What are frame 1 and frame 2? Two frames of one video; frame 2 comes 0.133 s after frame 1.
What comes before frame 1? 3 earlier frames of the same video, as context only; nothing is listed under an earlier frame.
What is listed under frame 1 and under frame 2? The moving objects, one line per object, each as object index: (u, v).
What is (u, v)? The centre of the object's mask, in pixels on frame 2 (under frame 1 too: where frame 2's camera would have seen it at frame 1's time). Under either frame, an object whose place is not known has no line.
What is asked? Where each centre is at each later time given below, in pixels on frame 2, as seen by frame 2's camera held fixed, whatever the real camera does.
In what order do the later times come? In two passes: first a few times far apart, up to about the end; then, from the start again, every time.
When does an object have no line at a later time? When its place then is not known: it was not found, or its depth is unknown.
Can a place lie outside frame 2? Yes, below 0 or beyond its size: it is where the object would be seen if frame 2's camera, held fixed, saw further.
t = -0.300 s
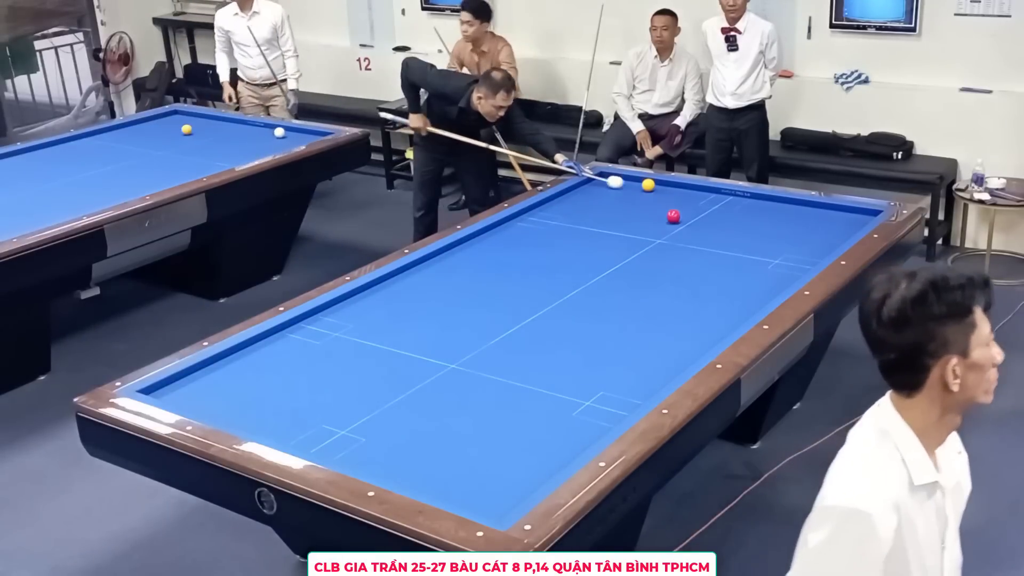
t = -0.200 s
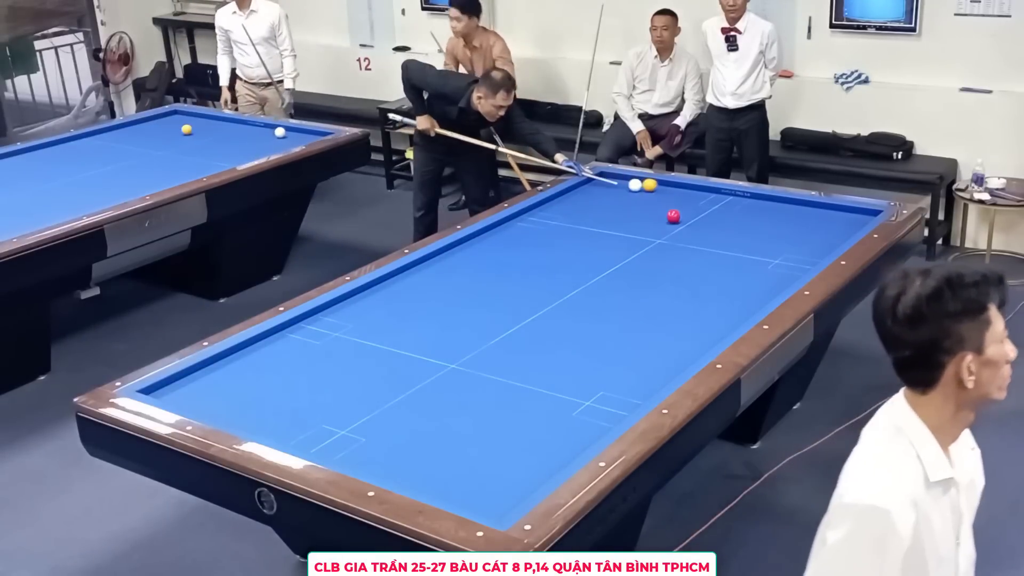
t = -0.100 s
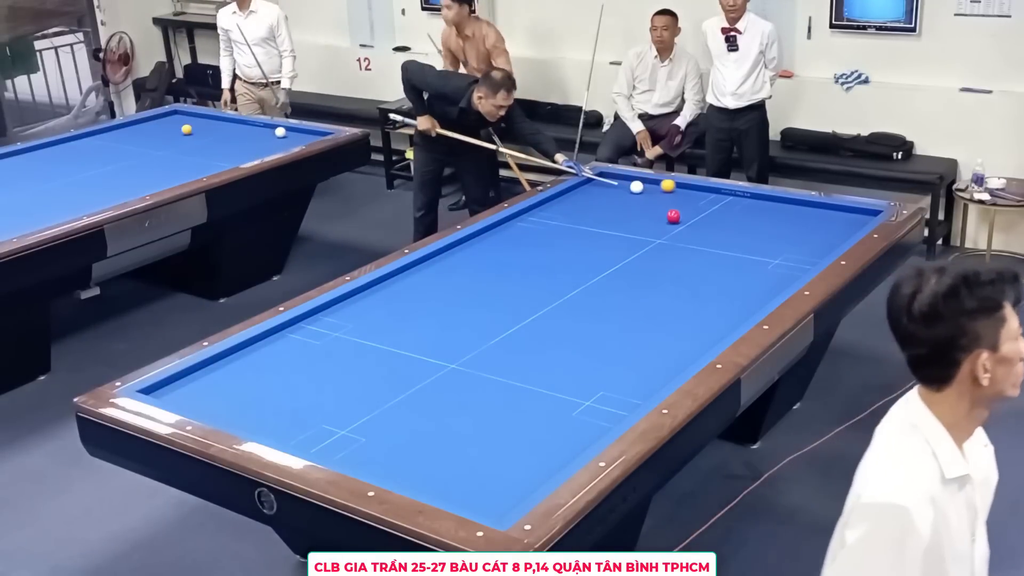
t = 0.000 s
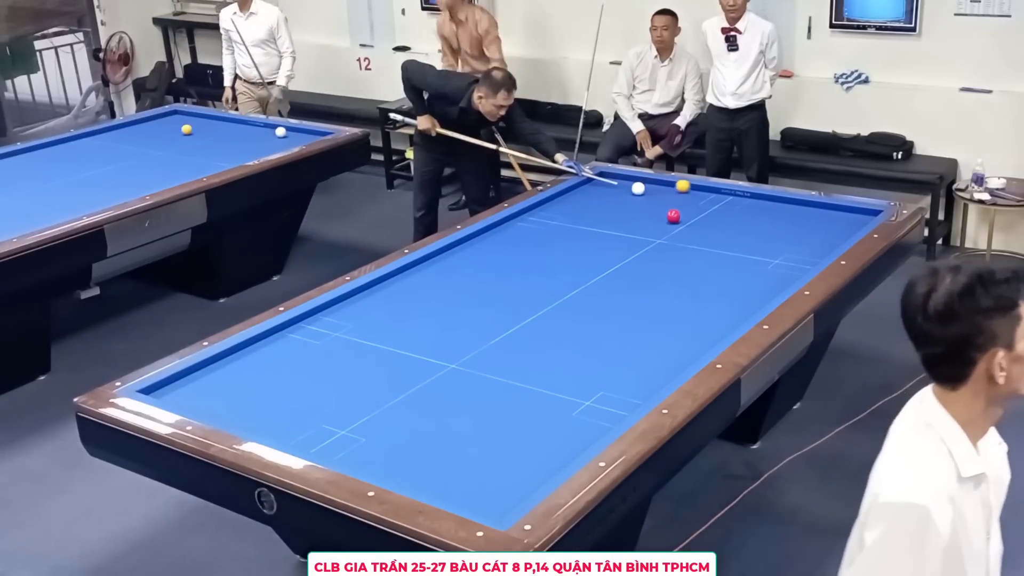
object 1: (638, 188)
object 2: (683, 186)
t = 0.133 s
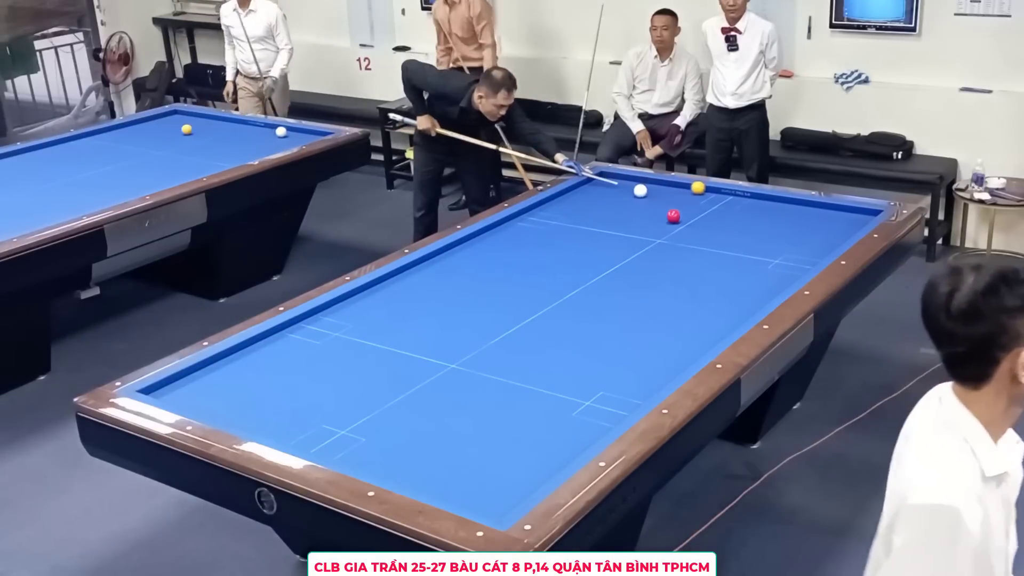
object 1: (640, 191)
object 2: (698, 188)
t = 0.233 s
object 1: (642, 192)
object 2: (707, 190)
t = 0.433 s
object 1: (645, 196)
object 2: (726, 194)
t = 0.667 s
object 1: (649, 200)
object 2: (748, 199)
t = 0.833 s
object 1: (651, 202)
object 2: (764, 203)
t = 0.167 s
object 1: (641, 191)
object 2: (701, 189)
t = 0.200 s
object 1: (641, 192)
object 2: (704, 189)
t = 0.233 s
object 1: (642, 192)
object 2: (707, 190)
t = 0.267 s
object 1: (642, 193)
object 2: (710, 191)
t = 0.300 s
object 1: (643, 193)
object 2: (713, 191)
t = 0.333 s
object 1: (643, 194)
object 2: (716, 192)
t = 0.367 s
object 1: (644, 195)
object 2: (720, 193)
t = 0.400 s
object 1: (644, 195)
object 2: (723, 193)
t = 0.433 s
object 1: (645, 196)
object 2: (726, 194)
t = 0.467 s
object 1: (645, 196)
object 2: (729, 195)
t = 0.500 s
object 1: (646, 197)
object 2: (732, 196)
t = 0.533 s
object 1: (646, 197)
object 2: (735, 197)
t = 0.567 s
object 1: (647, 198)
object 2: (738, 197)
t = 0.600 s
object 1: (647, 198)
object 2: (741, 198)
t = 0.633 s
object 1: (648, 199)
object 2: (745, 199)
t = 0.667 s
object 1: (649, 200)
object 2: (748, 199)
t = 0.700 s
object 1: (649, 200)
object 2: (751, 200)
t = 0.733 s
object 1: (650, 201)
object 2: (754, 201)
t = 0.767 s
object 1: (650, 201)
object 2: (757, 202)
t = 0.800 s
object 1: (650, 202)
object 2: (760, 202)
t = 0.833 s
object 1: (651, 202)
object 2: (764, 203)
